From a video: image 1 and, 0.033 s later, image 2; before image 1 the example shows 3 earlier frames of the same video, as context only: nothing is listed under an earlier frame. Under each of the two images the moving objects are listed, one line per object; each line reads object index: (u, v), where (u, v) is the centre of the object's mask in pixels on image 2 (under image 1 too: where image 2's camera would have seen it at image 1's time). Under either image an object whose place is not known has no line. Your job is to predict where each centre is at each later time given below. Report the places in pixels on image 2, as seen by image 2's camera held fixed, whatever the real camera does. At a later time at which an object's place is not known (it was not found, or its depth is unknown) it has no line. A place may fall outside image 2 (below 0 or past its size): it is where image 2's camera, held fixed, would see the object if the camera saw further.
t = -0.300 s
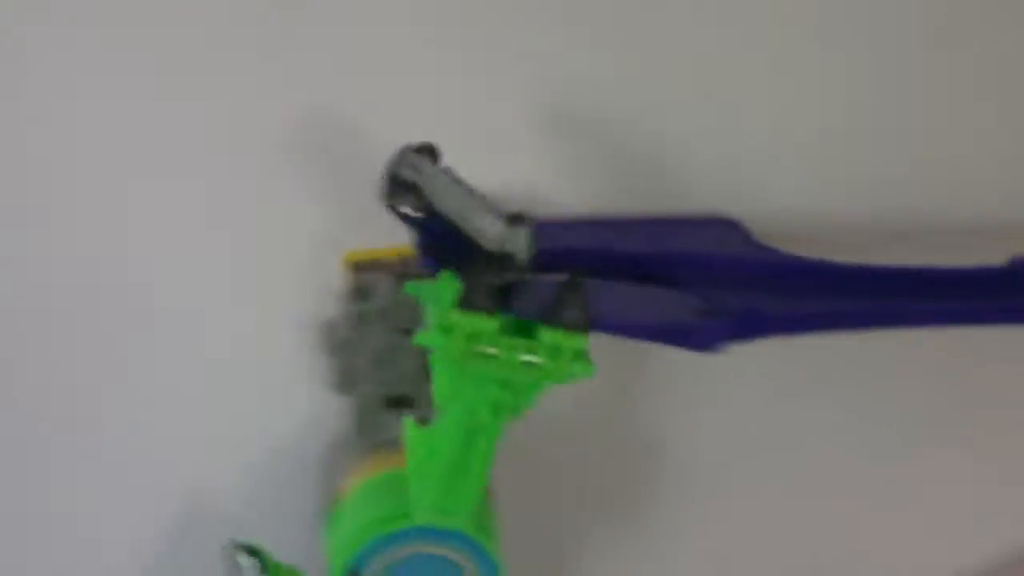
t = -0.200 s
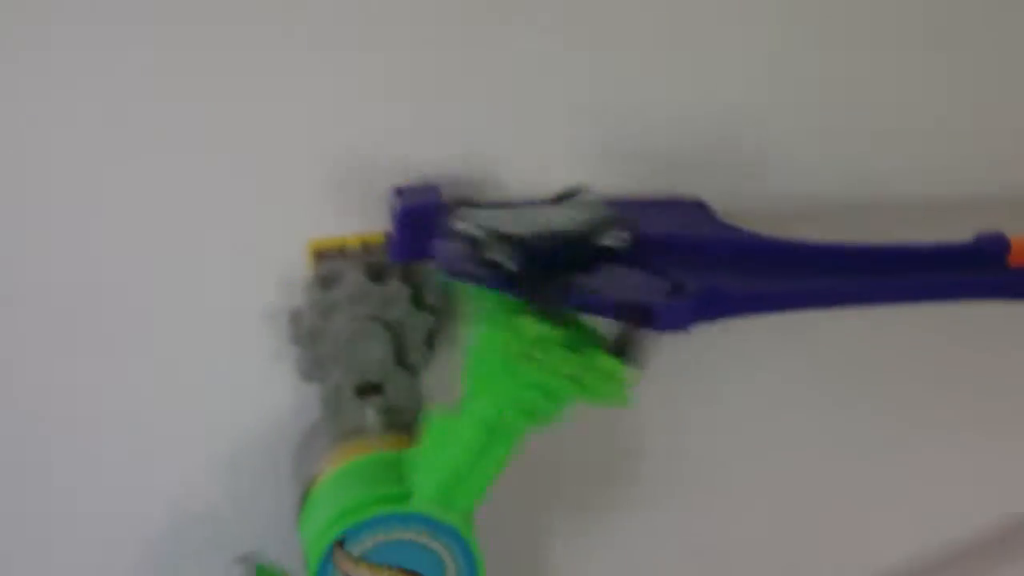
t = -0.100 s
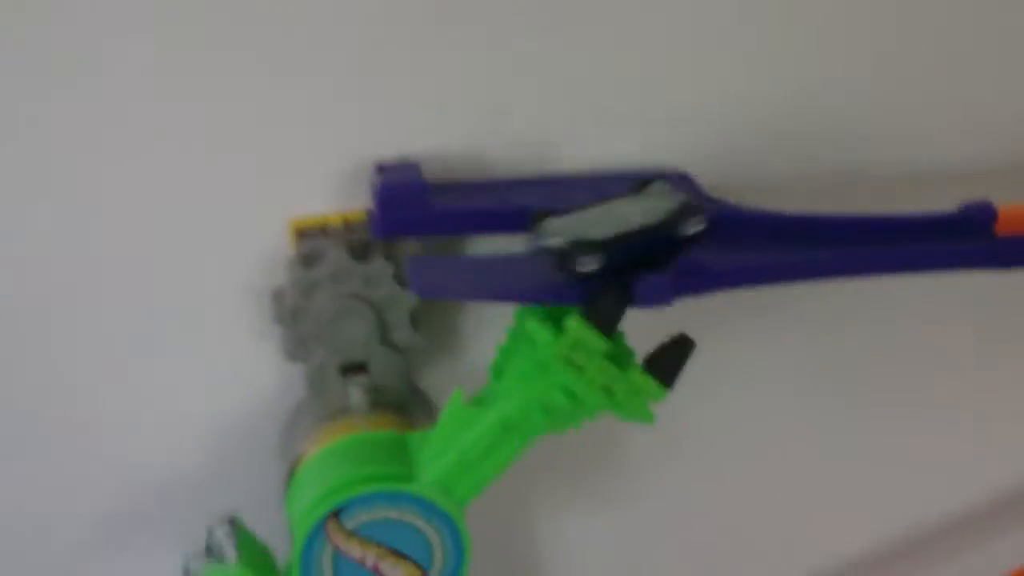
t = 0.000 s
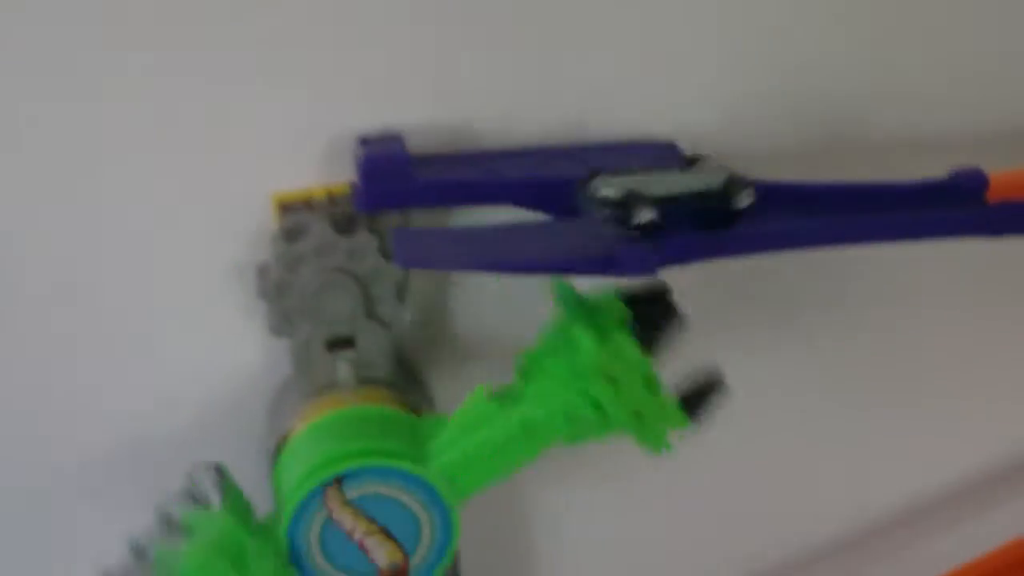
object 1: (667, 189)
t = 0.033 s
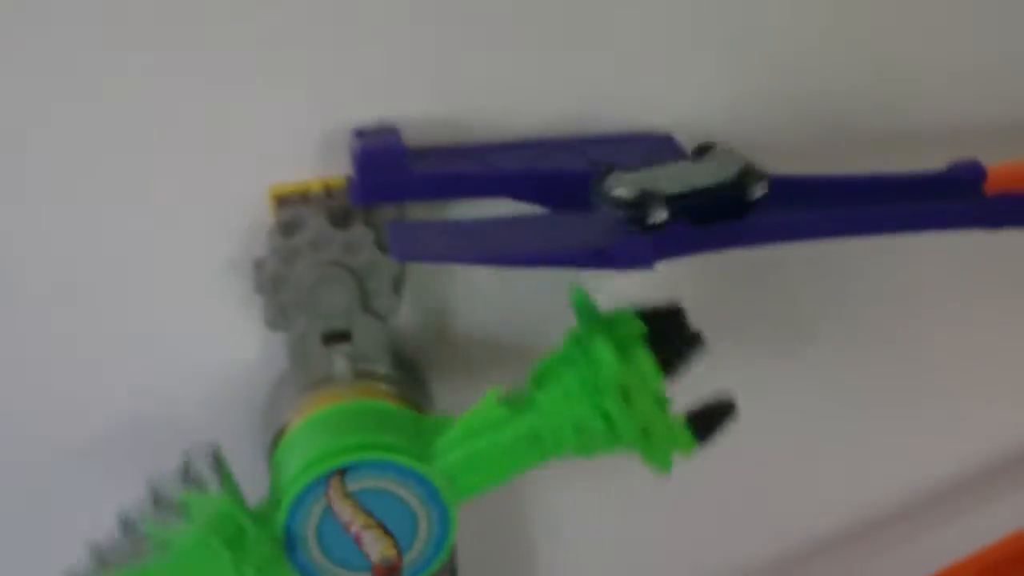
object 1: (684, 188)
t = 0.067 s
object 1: (694, 188)
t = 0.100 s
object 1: (705, 185)
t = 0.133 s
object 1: (712, 184)
